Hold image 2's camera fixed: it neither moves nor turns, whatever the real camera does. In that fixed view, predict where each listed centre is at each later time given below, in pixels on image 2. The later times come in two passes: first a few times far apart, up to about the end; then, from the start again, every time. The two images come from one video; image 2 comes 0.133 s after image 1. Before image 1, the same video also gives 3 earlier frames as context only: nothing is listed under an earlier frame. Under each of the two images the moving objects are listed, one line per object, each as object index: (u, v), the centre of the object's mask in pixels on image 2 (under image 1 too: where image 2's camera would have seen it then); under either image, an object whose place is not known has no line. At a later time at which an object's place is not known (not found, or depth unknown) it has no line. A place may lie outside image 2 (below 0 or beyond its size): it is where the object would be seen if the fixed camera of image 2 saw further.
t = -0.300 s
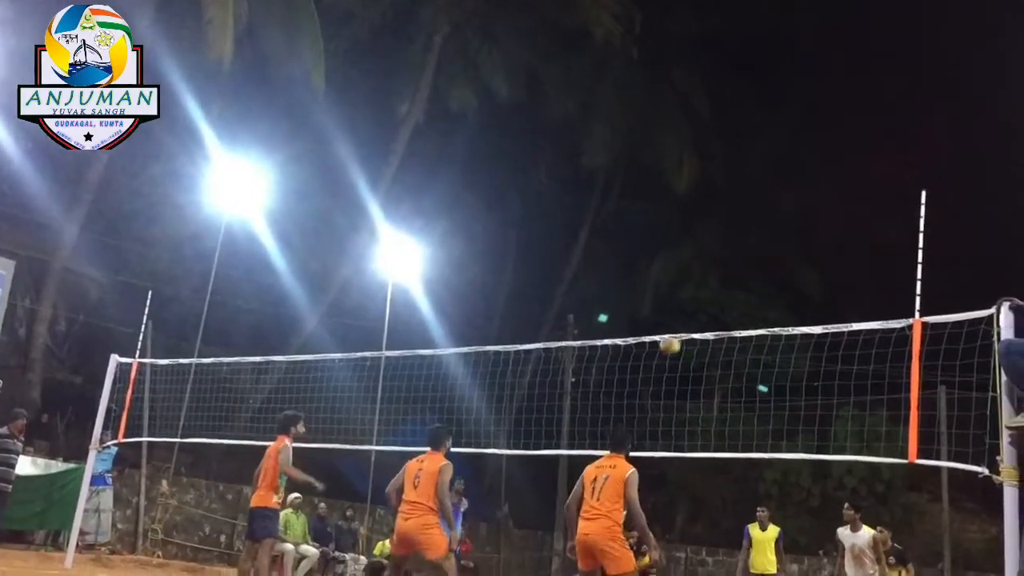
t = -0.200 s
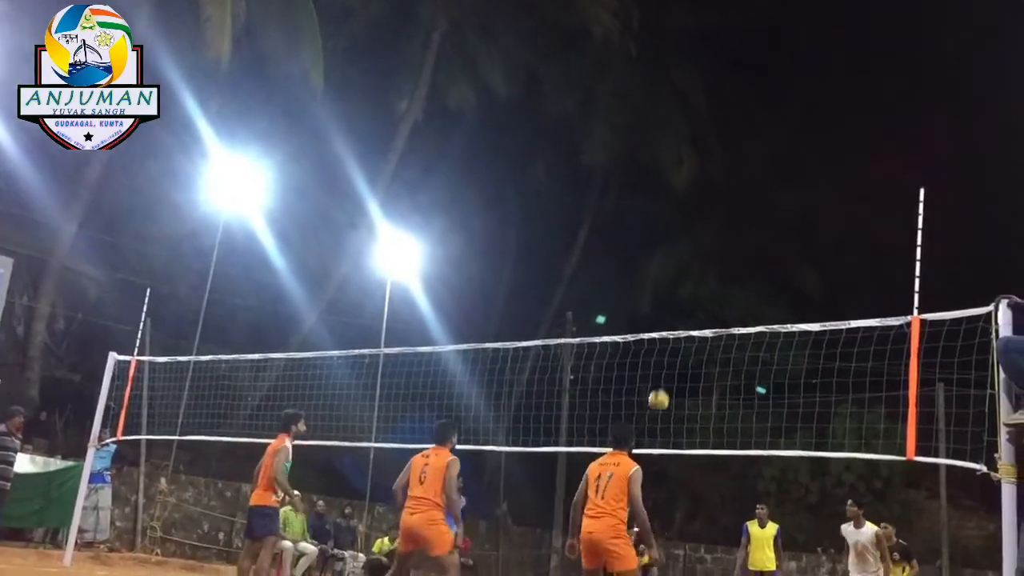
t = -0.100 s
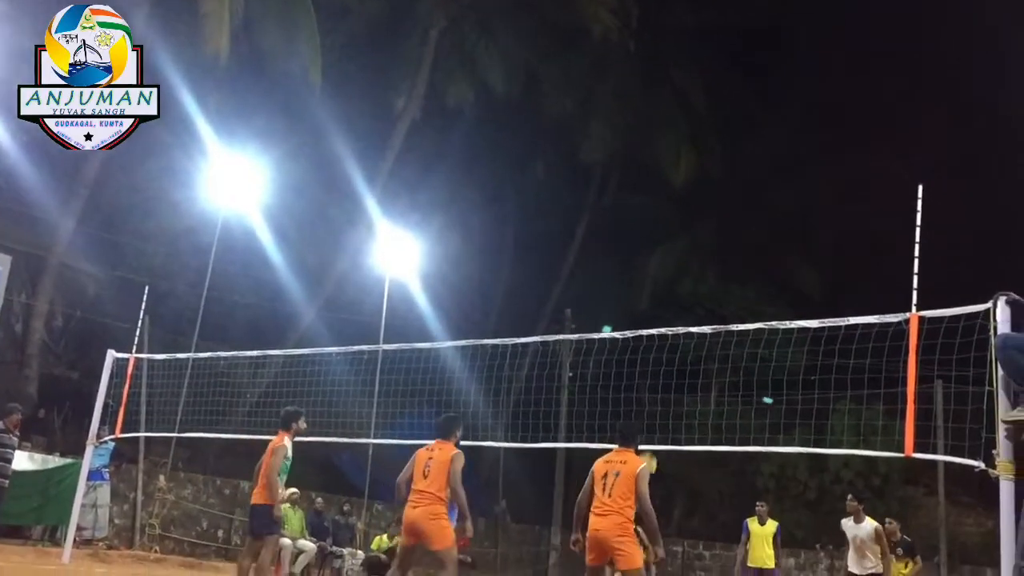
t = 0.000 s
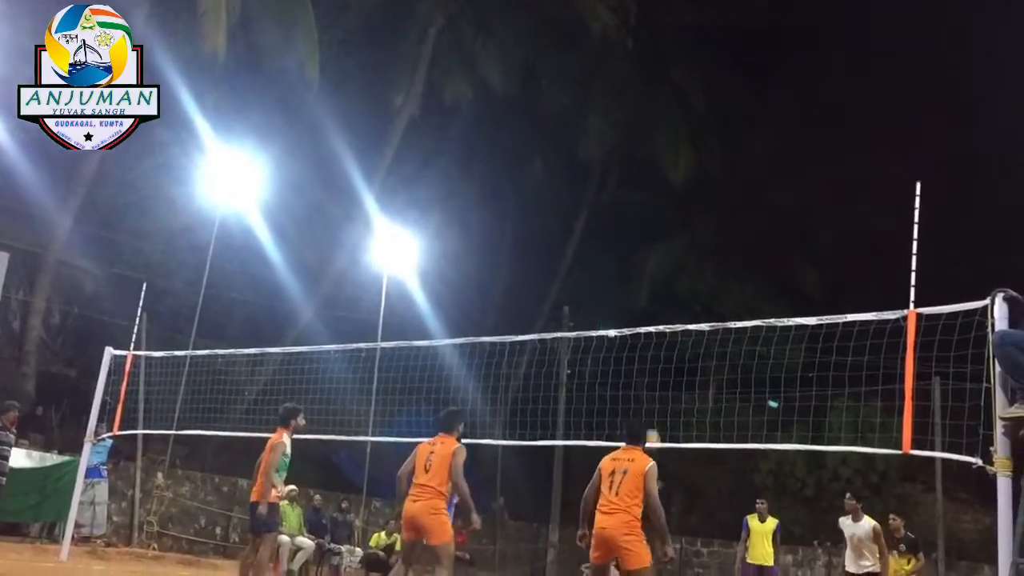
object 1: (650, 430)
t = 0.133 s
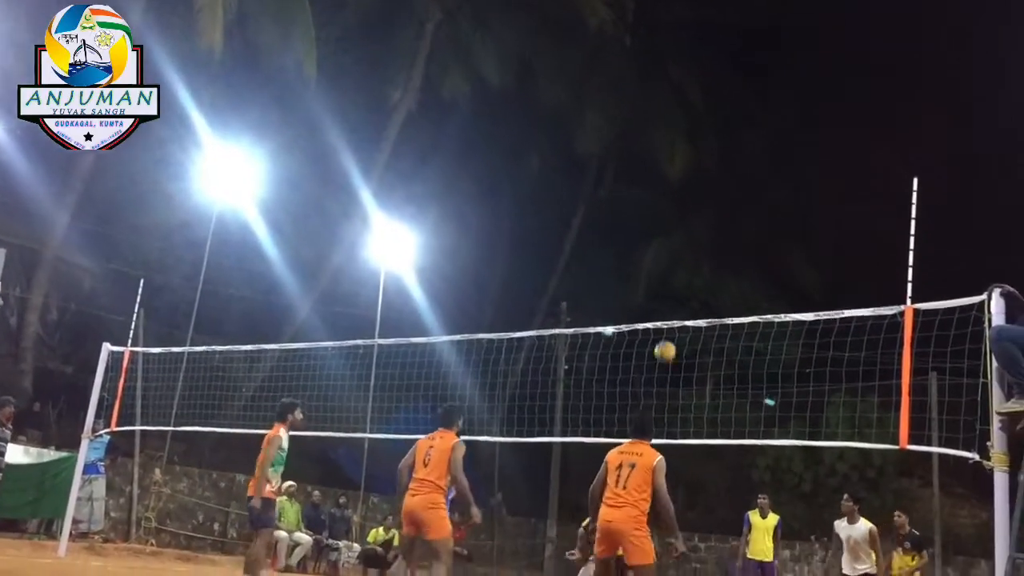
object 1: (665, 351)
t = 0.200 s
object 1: (674, 313)
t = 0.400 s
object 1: (699, 233)
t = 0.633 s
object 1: (728, 181)
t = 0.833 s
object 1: (753, 176)
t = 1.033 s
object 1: (778, 210)
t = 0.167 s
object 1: (669, 335)
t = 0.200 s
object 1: (674, 313)
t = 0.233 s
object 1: (677, 300)
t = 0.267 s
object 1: (682, 285)
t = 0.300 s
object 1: (686, 271)
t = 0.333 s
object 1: (691, 257)
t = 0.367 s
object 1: (695, 245)
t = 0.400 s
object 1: (699, 233)
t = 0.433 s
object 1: (703, 223)
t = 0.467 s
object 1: (707, 214)
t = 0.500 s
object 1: (711, 205)
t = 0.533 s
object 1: (716, 198)
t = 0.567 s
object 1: (720, 191)
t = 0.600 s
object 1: (724, 186)
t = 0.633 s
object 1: (728, 181)
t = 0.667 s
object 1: (732, 178)
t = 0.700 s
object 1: (737, 176)
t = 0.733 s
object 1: (741, 174)
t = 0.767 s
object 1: (745, 174)
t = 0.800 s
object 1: (749, 174)
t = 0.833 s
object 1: (753, 176)
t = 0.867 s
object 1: (757, 178)
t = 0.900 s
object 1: (761, 183)
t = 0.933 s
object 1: (765, 188)
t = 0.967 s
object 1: (770, 194)
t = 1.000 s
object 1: (774, 201)
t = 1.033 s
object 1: (778, 210)
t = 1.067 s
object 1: (782, 220)
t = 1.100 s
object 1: (786, 232)
